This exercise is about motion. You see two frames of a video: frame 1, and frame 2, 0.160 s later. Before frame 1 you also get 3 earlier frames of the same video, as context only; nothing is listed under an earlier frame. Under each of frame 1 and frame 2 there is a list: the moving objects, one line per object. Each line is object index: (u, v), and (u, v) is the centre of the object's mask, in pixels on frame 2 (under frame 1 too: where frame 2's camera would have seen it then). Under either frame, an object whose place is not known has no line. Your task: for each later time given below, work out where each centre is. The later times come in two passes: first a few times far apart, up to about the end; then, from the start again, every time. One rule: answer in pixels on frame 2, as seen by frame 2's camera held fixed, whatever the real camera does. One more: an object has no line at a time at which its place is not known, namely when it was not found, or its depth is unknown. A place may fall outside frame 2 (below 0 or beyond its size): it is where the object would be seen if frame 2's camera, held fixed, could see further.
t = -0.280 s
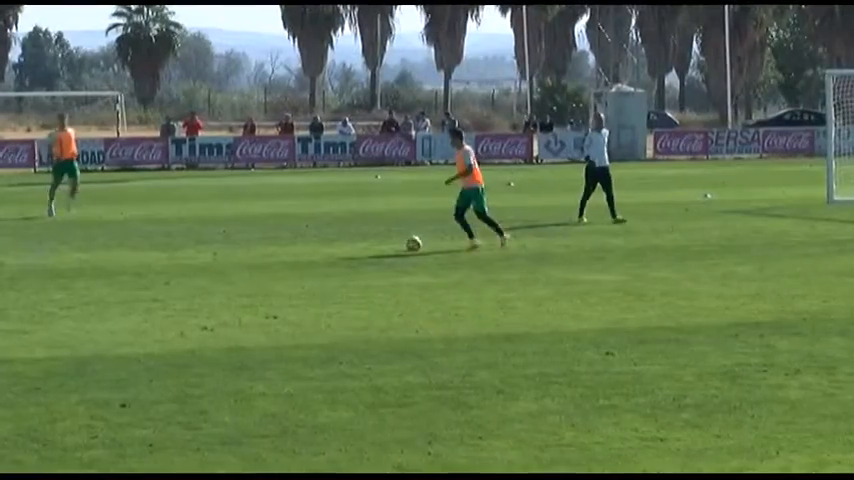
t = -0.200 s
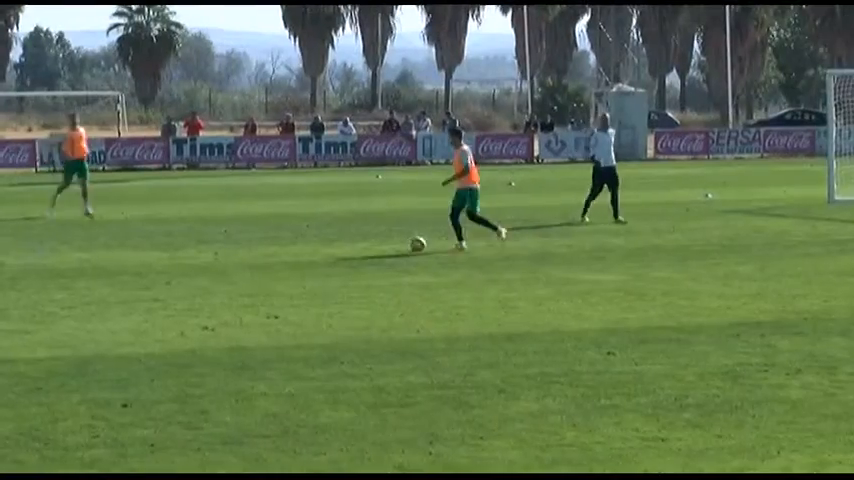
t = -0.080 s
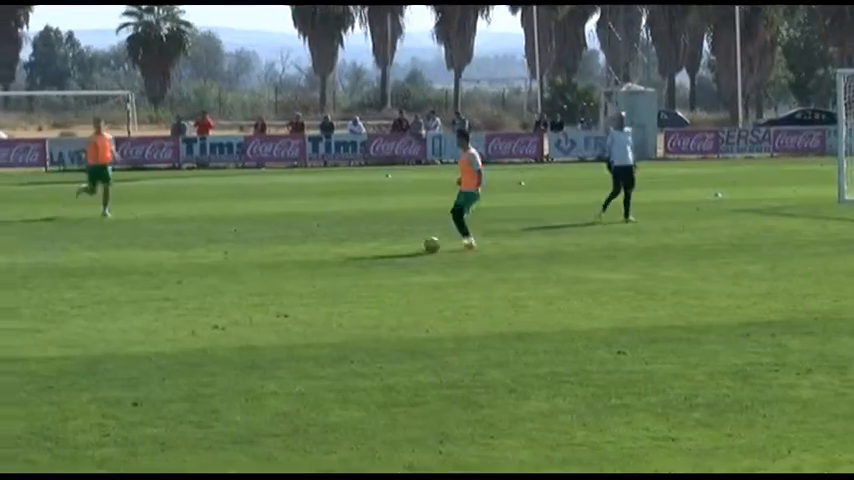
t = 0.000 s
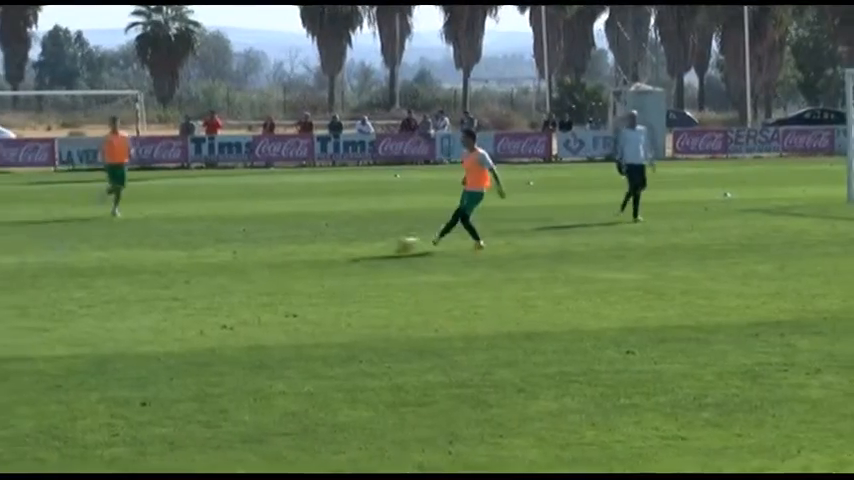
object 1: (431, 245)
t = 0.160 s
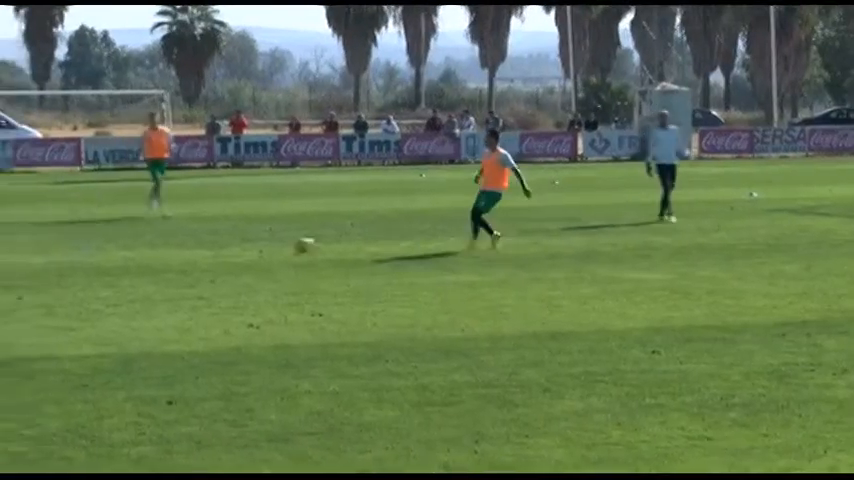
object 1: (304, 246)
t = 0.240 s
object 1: (248, 244)
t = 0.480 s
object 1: (102, 247)
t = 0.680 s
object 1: (-1, 249)
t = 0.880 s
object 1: (-103, 252)
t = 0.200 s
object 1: (276, 244)
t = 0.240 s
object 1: (248, 244)
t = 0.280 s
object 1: (220, 245)
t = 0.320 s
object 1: (194, 246)
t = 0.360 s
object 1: (170, 247)
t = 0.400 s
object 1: (146, 247)
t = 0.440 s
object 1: (123, 247)
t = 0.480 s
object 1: (102, 247)
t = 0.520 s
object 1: (81, 248)
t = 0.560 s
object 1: (59, 248)
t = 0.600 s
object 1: (39, 249)
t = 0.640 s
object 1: (19, 249)
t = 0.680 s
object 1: (-1, 249)
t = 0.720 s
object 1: (-21, 249)
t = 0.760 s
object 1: (-42, 250)
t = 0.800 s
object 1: (-62, 251)
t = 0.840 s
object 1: (-83, 251)
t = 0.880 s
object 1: (-103, 252)
